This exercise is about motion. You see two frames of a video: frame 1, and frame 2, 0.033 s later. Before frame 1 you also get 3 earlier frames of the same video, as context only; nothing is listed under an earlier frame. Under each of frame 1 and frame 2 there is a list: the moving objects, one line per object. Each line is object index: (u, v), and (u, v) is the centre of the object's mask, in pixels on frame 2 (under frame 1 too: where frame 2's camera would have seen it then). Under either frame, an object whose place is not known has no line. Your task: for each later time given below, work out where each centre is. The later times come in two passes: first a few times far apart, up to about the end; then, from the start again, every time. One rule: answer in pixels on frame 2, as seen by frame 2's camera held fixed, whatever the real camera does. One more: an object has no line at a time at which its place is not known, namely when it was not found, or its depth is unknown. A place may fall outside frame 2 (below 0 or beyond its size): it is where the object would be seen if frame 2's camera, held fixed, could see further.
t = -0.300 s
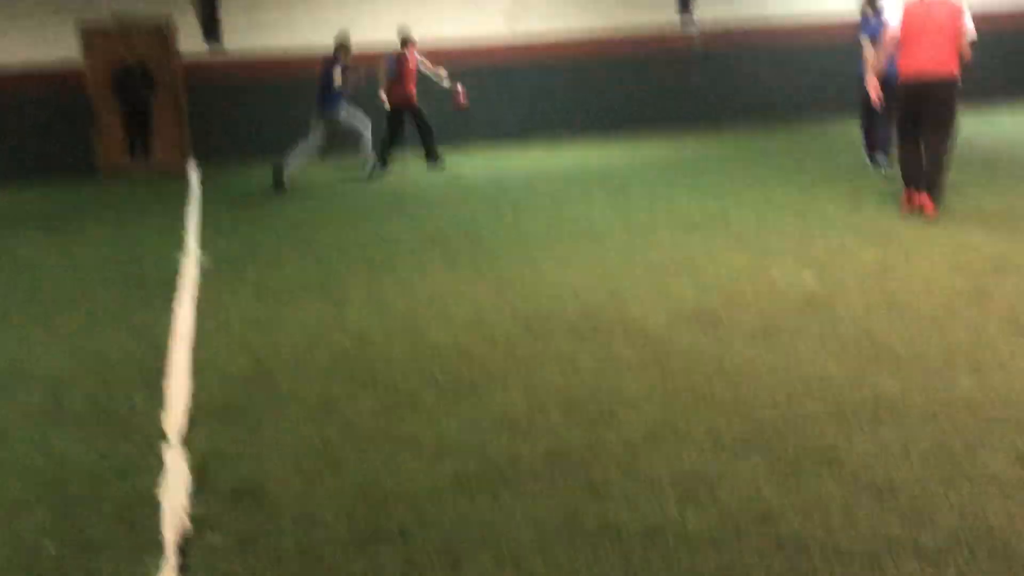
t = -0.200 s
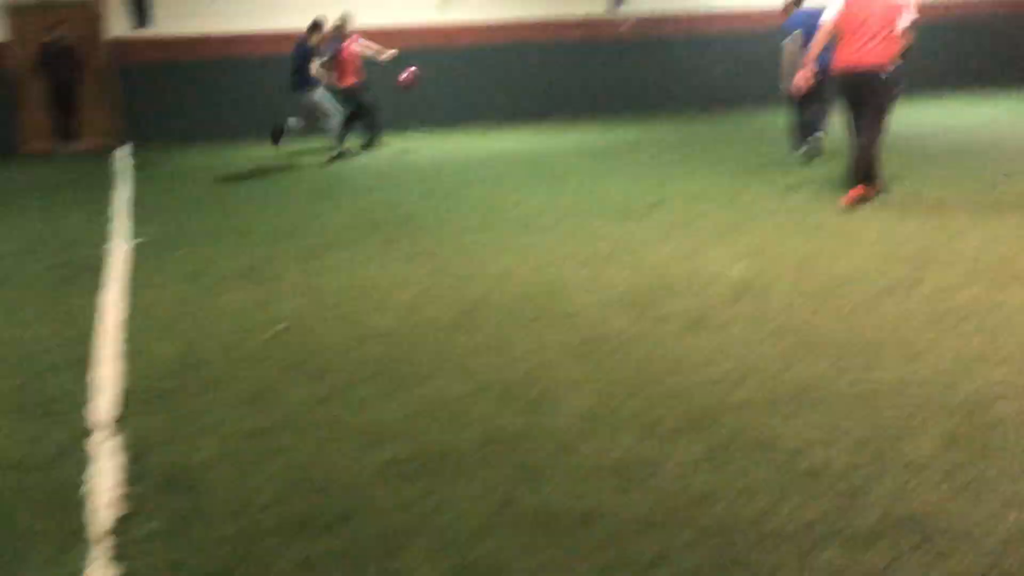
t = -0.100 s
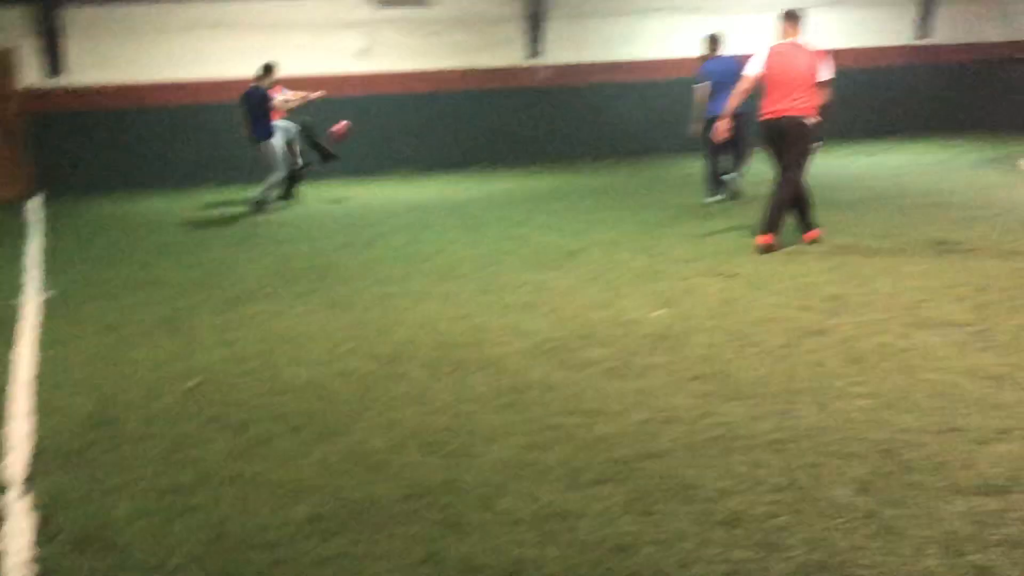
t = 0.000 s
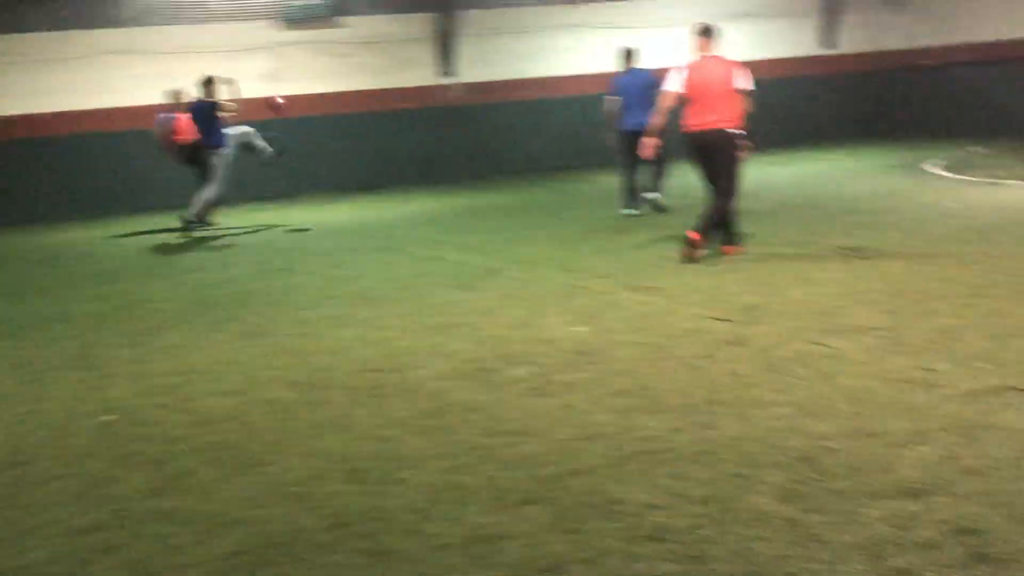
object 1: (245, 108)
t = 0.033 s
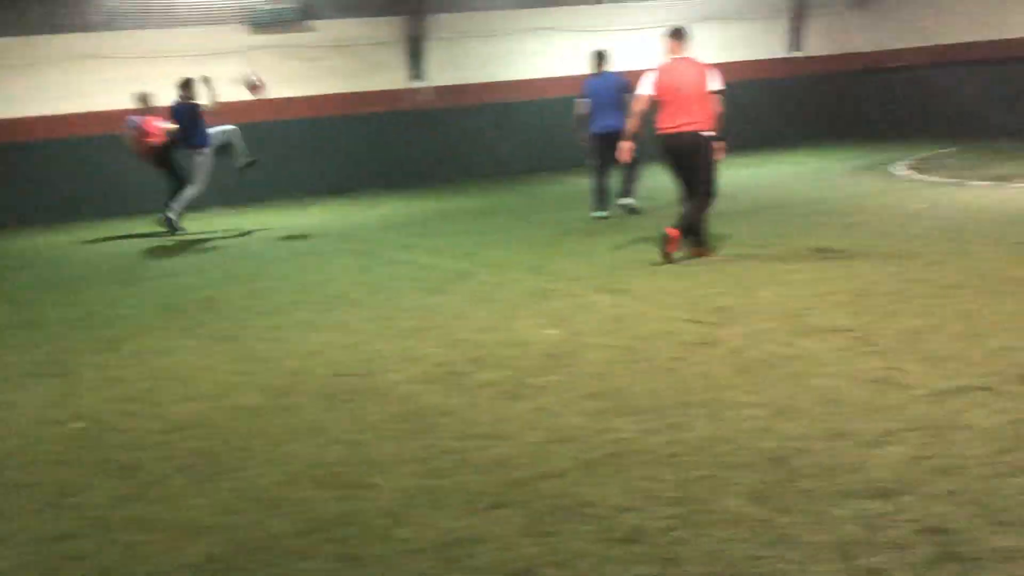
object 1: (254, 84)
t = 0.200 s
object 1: (306, -13)
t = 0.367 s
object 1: (363, -100)
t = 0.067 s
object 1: (264, 63)
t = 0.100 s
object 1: (275, 44)
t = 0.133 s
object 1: (287, 24)
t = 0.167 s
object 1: (296, 5)
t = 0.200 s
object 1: (306, -13)
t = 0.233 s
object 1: (316, -32)
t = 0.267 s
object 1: (326, -51)
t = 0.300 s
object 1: (335, -67)
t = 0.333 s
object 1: (349, -82)
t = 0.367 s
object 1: (363, -100)
